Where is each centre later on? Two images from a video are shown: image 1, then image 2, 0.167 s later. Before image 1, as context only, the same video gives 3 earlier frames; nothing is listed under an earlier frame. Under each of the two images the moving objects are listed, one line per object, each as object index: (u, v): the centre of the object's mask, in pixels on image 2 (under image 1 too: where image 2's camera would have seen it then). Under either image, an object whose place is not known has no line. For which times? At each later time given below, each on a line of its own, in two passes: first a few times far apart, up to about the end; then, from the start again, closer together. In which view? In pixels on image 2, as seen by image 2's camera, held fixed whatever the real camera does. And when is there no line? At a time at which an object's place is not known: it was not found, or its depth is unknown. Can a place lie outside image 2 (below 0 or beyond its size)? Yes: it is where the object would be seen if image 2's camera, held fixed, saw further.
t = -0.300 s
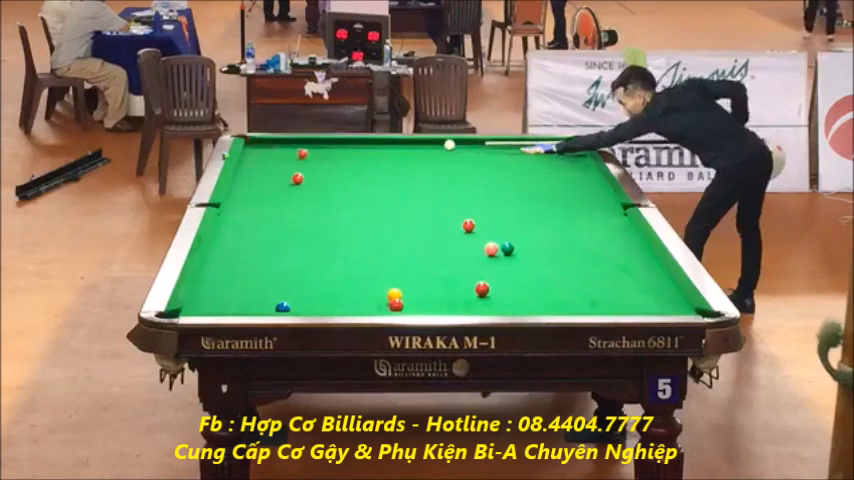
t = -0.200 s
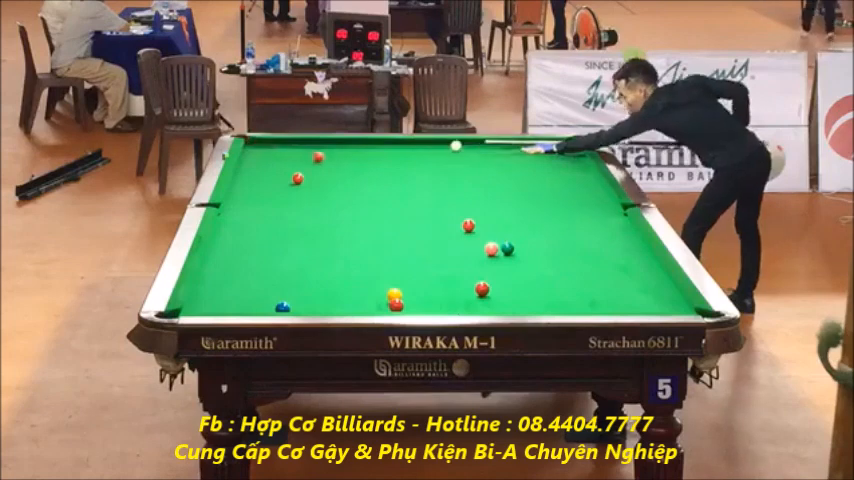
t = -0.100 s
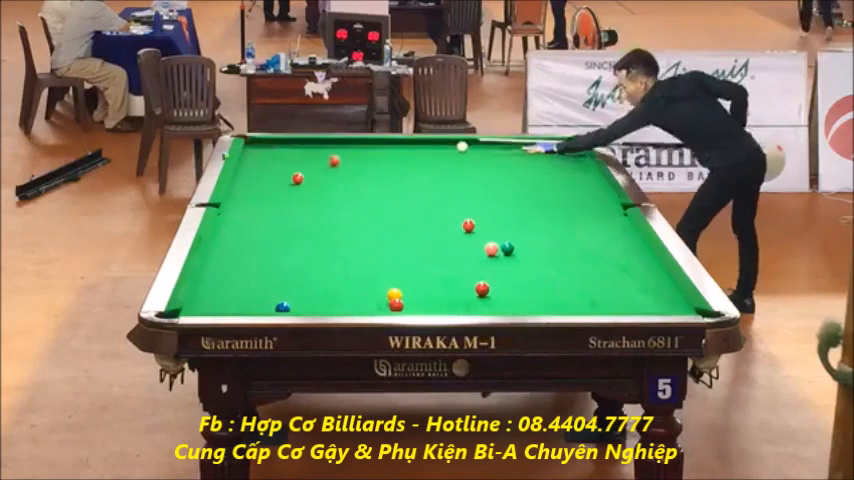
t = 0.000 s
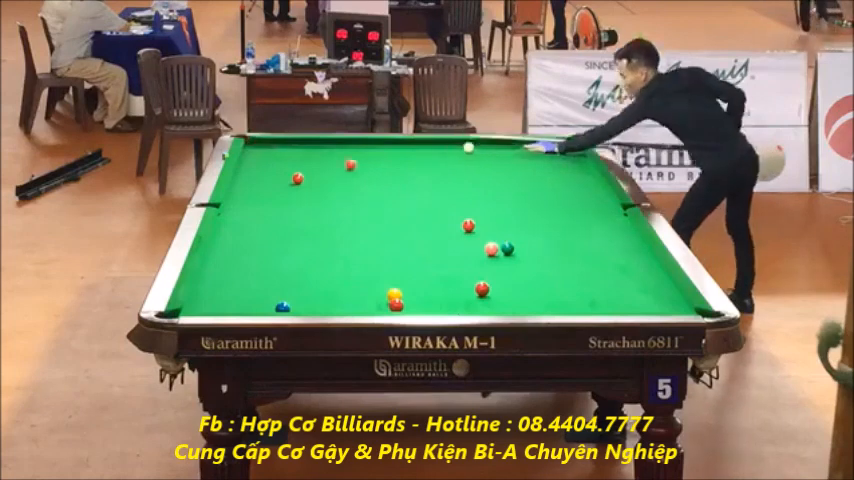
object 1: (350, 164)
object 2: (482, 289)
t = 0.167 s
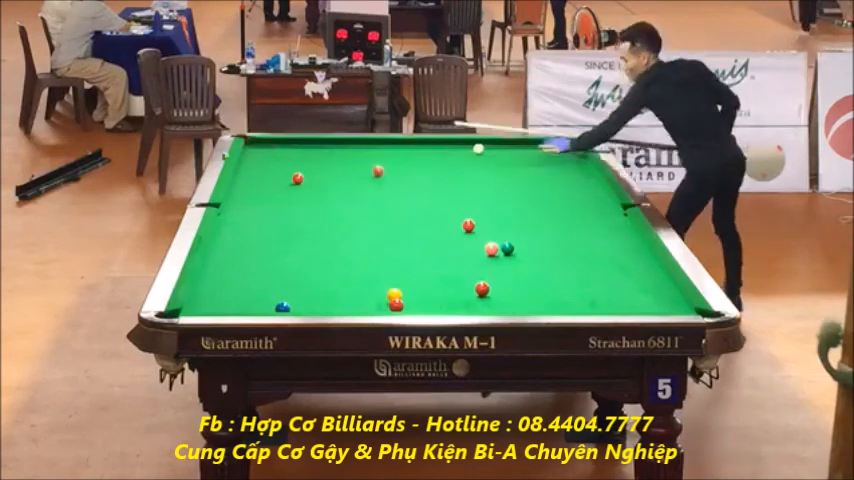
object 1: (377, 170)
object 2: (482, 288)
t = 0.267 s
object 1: (394, 174)
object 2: (482, 289)
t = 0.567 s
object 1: (445, 186)
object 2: (482, 288)
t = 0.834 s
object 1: (491, 197)
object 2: (482, 288)
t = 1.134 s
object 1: (545, 210)
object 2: (482, 288)
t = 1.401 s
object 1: (594, 222)
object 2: (482, 288)
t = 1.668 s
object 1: (626, 233)
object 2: (482, 288)
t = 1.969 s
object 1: (604, 241)
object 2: (482, 288)
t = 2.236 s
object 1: (585, 249)
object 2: (482, 288)
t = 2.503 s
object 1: (567, 257)
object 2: (482, 288)
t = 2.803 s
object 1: (547, 266)
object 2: (482, 288)
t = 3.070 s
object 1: (529, 273)
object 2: (482, 288)
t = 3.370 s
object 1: (510, 281)
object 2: (482, 288)
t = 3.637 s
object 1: (495, 287)
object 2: (480, 288)
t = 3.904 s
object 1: (496, 292)
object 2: (465, 290)
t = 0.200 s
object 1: (383, 171)
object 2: (482, 288)
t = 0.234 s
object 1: (388, 173)
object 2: (482, 288)
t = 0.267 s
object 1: (394, 174)
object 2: (482, 289)
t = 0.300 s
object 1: (399, 175)
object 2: (482, 288)
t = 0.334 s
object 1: (405, 176)
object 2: (482, 288)
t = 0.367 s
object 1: (410, 178)
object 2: (482, 288)
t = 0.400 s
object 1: (416, 179)
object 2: (482, 288)
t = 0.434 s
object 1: (422, 180)
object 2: (482, 288)
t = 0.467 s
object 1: (428, 182)
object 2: (482, 288)
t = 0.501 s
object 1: (434, 183)
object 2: (482, 288)
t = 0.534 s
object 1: (439, 185)
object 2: (482, 288)
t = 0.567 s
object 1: (445, 186)
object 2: (482, 288)
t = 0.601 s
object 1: (450, 187)
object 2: (482, 288)
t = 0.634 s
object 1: (456, 189)
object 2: (482, 288)
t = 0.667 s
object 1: (462, 190)
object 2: (482, 288)
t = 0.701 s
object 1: (468, 192)
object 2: (482, 288)
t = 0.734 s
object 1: (474, 193)
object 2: (482, 288)
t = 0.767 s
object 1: (480, 194)
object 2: (482, 288)
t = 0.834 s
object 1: (491, 197)
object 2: (482, 288)
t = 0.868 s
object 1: (497, 198)
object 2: (482, 288)
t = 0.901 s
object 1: (503, 200)
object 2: (482, 288)
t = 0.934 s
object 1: (510, 201)
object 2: (482, 288)
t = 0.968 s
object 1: (515, 203)
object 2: (482, 288)
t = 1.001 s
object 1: (521, 204)
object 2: (482, 288)
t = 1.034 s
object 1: (527, 205)
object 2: (482, 288)
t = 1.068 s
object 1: (533, 207)
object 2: (482, 288)
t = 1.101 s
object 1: (539, 208)
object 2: (482, 288)
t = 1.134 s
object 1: (545, 210)
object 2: (482, 288)
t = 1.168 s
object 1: (552, 211)
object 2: (482, 288)
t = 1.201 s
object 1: (558, 213)
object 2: (482, 288)
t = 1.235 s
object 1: (564, 214)
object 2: (482, 288)
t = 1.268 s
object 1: (569, 215)
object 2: (482, 288)
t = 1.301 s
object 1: (576, 217)
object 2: (482, 288)
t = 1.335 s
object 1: (582, 219)
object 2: (482, 288)
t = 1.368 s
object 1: (588, 220)
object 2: (482, 288)
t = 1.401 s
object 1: (594, 222)
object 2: (482, 288)
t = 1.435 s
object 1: (601, 223)
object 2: (482, 288)
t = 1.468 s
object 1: (607, 224)
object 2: (482, 288)
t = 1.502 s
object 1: (613, 226)
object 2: (482, 288)
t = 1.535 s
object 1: (619, 228)
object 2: (482, 288)
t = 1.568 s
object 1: (625, 230)
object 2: (482, 288)
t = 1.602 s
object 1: (632, 231)
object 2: (482, 288)
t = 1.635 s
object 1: (629, 232)
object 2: (482, 288)
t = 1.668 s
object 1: (626, 233)
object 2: (482, 288)
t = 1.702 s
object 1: (623, 234)
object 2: (482, 288)
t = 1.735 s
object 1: (620, 234)
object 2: (482, 288)
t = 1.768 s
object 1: (618, 235)
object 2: (482, 288)
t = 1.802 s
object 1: (616, 236)
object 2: (482, 288)
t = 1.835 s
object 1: (614, 237)
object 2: (482, 288)
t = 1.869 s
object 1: (611, 238)
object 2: (482, 288)
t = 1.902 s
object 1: (609, 239)
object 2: (482, 288)
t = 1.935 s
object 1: (606, 240)
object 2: (482, 288)
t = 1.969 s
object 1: (604, 241)
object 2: (482, 288)
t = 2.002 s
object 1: (601, 242)
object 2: (482, 288)
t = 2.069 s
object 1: (597, 244)
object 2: (482, 288)
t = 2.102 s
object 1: (595, 245)
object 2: (482, 288)
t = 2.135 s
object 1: (593, 246)
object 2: (482, 288)
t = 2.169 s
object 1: (590, 247)
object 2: (482, 288)
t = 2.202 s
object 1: (588, 248)
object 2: (482, 288)
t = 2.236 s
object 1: (585, 249)
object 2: (482, 288)
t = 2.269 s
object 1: (583, 250)
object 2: (482, 288)
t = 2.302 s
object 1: (581, 251)
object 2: (482, 288)
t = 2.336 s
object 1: (578, 252)
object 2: (482, 288)
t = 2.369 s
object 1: (576, 253)
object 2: (482, 288)
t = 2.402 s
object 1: (574, 254)
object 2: (482, 288)
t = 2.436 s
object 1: (572, 255)
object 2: (482, 288)
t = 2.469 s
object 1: (569, 256)
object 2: (482, 288)
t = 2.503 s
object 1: (567, 257)
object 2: (482, 288)
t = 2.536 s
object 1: (565, 258)
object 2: (482, 288)
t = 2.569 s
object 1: (562, 259)
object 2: (482, 288)
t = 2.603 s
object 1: (560, 259)
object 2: (482, 288)
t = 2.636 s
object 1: (558, 261)
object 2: (482, 288)
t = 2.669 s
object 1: (556, 261)
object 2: (482, 288)
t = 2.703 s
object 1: (553, 262)
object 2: (482, 288)
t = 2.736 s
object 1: (552, 263)
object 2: (482, 288)
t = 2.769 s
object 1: (549, 265)
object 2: (482, 288)
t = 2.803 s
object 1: (547, 266)
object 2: (482, 288)
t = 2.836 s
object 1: (544, 266)
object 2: (482, 288)
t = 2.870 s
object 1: (542, 267)
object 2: (482, 288)
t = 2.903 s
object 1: (540, 268)
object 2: (482, 288)
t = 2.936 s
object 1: (538, 269)
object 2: (482, 288)
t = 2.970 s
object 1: (536, 270)
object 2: (482, 288)
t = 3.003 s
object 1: (534, 271)
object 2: (482, 288)
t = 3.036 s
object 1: (531, 272)
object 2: (482, 288)
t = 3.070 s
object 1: (529, 273)
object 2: (482, 288)
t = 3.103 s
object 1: (527, 273)
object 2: (482, 288)
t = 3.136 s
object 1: (525, 275)
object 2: (482, 288)
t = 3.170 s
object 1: (523, 276)
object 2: (482, 288)
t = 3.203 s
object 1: (521, 277)
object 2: (482, 288)
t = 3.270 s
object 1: (516, 278)
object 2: (482, 288)
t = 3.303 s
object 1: (514, 279)
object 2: (482, 288)
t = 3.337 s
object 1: (512, 280)
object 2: (482, 288)
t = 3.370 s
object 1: (510, 281)
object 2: (482, 288)
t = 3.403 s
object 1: (508, 282)
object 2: (482, 288)
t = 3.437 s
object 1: (506, 283)
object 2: (481, 288)
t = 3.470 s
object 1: (504, 283)
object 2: (481, 288)
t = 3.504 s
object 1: (502, 284)
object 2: (481, 288)
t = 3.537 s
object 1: (500, 285)
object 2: (481, 288)
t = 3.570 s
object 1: (498, 286)
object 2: (481, 288)
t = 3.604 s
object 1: (496, 287)
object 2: (481, 288)
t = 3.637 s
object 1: (495, 287)
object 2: (480, 288)
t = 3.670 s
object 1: (496, 288)
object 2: (478, 289)
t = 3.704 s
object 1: (495, 289)
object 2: (476, 289)
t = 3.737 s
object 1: (496, 290)
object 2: (474, 289)
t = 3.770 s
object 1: (496, 290)
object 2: (472, 289)
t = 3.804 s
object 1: (496, 291)
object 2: (470, 290)
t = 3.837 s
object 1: (496, 291)
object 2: (468, 290)
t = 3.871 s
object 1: (496, 292)
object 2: (466, 290)
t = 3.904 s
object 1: (496, 292)
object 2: (465, 290)
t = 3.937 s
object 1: (496, 293)
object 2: (463, 290)
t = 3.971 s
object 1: (496, 293)
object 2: (461, 290)
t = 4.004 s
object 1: (496, 293)
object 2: (459, 291)
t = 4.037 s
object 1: (496, 294)
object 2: (458, 291)
